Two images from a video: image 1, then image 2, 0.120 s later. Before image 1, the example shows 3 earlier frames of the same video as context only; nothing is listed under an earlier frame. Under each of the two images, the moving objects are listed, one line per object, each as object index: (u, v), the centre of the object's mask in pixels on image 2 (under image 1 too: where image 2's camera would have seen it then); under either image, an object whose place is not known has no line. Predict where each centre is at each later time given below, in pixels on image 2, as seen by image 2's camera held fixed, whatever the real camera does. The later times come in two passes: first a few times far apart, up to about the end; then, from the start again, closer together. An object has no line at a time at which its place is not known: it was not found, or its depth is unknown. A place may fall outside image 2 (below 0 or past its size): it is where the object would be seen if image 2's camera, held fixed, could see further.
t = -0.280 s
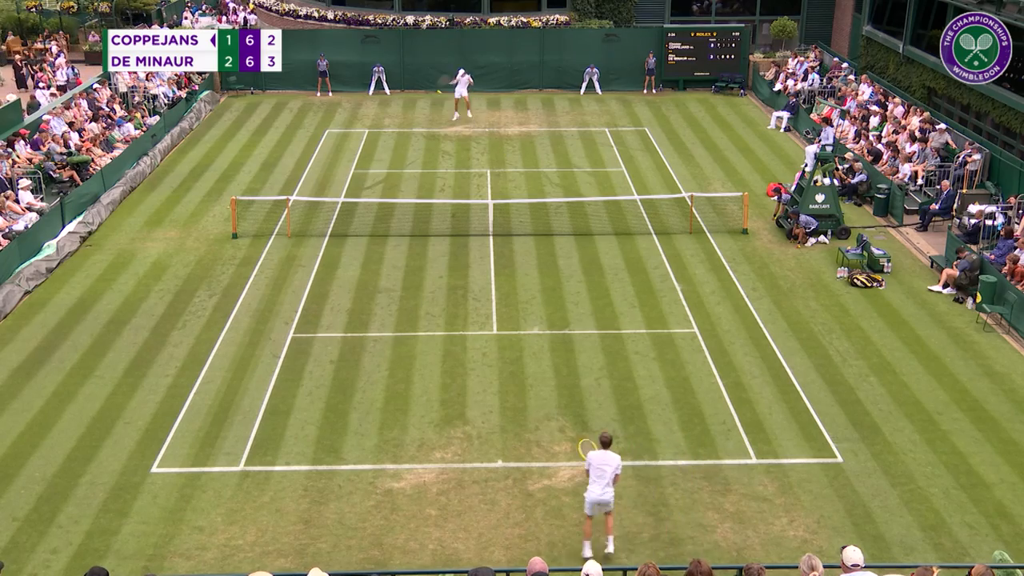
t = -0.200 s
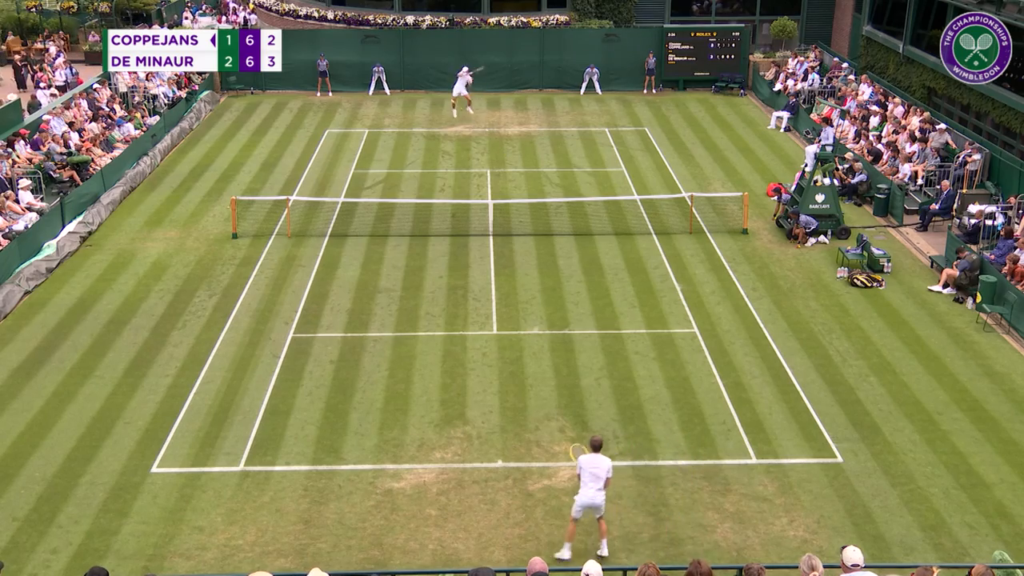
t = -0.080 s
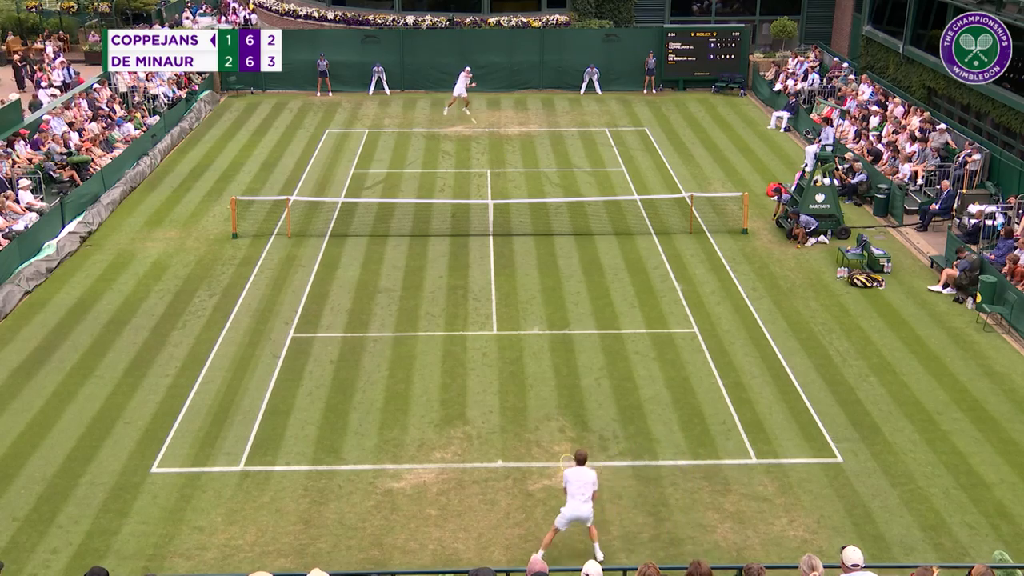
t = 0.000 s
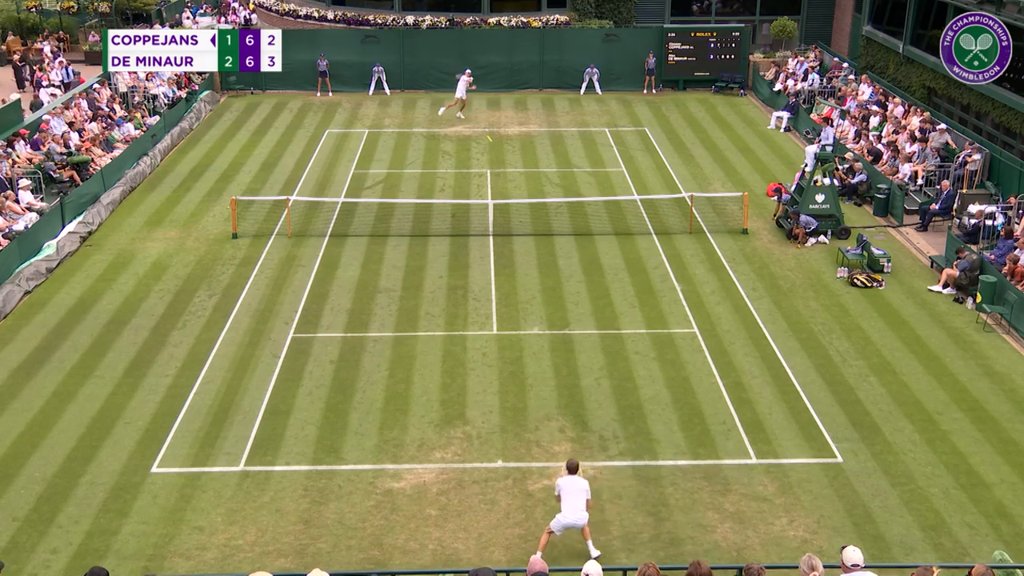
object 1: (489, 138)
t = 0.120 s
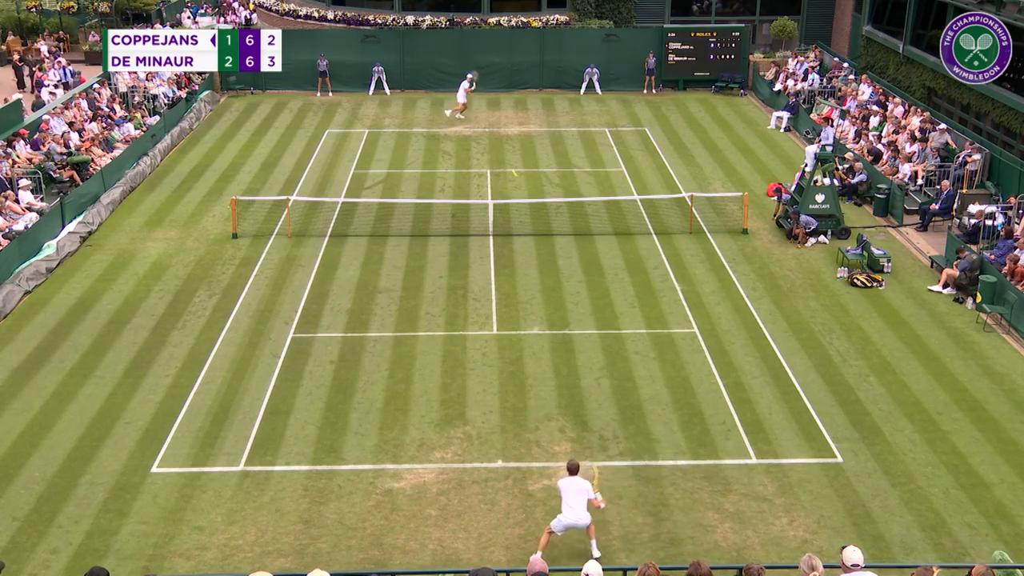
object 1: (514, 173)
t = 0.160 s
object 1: (523, 187)
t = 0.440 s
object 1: (595, 324)
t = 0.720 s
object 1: (675, 419)
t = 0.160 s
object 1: (523, 187)
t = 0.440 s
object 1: (595, 324)
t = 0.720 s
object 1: (675, 419)
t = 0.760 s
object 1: (686, 429)
